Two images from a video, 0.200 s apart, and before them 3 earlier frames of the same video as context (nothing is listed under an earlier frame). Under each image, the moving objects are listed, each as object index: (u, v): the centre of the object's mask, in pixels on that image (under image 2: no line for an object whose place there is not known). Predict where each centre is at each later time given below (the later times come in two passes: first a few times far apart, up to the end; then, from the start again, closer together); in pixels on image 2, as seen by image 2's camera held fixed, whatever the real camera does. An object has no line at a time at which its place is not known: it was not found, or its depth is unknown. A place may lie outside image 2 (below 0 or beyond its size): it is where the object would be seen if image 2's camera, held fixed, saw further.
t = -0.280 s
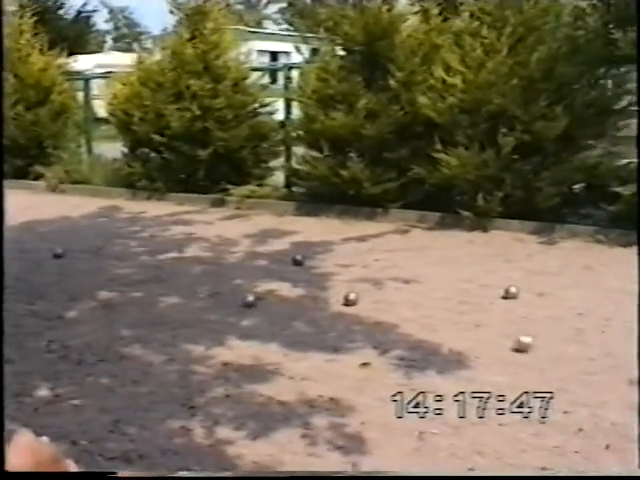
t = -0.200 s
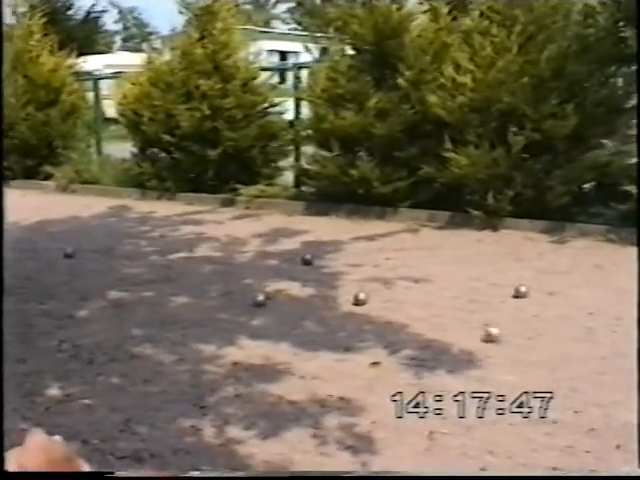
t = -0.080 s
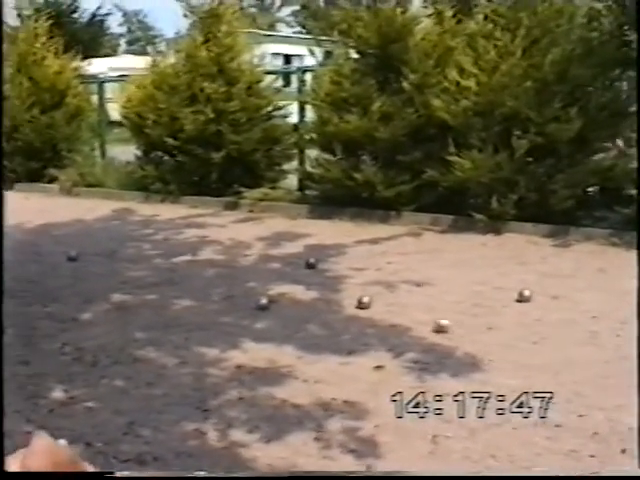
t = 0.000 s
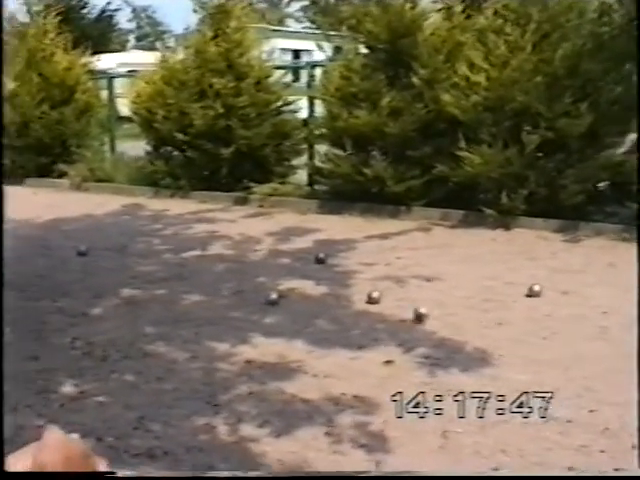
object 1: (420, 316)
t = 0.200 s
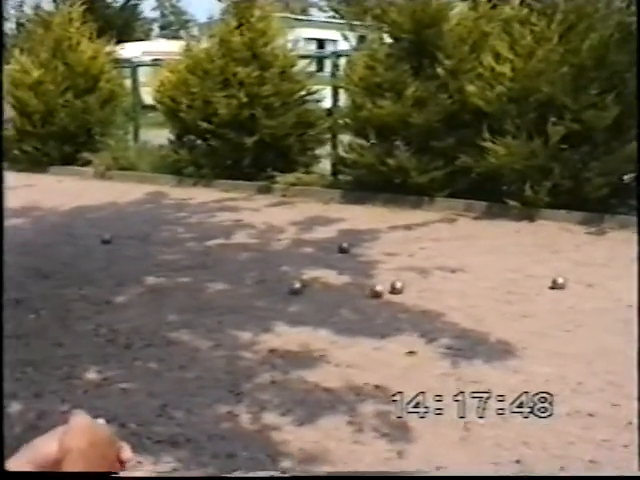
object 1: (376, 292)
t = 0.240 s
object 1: (367, 289)
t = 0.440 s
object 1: (316, 280)
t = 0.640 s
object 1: (279, 273)
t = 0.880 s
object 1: (252, 269)
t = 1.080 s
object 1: (243, 267)
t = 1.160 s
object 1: (243, 267)
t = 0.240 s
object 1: (367, 289)
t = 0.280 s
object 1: (354, 286)
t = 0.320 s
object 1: (343, 285)
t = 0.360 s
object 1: (334, 284)
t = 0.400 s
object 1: (325, 284)
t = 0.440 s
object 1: (316, 280)
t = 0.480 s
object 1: (306, 280)
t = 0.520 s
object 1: (299, 277)
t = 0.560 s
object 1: (288, 275)
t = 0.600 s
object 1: (285, 274)
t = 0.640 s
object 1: (279, 273)
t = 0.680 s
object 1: (275, 271)
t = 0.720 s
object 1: (268, 271)
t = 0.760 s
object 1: (263, 271)
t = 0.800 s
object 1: (259, 271)
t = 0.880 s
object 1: (252, 269)
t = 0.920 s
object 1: (249, 268)
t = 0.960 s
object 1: (247, 268)
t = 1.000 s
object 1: (245, 267)
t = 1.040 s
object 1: (244, 267)
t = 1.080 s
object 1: (243, 267)
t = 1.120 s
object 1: (242, 267)
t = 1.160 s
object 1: (243, 267)
